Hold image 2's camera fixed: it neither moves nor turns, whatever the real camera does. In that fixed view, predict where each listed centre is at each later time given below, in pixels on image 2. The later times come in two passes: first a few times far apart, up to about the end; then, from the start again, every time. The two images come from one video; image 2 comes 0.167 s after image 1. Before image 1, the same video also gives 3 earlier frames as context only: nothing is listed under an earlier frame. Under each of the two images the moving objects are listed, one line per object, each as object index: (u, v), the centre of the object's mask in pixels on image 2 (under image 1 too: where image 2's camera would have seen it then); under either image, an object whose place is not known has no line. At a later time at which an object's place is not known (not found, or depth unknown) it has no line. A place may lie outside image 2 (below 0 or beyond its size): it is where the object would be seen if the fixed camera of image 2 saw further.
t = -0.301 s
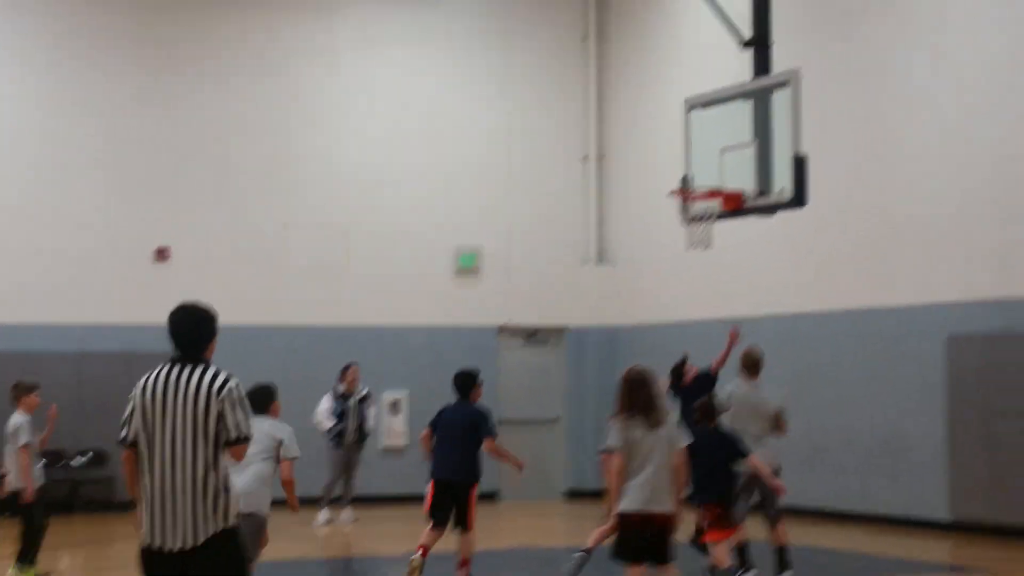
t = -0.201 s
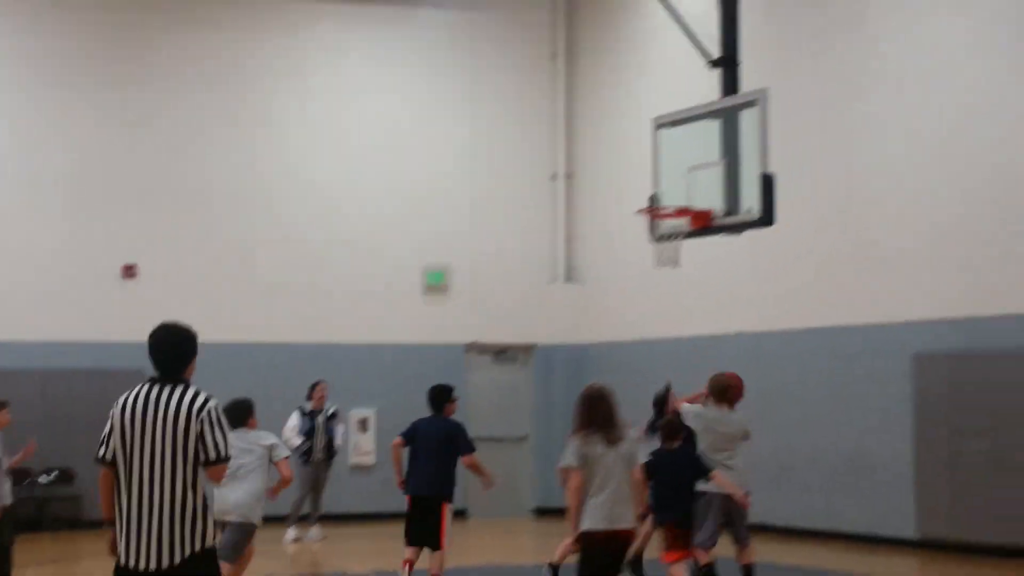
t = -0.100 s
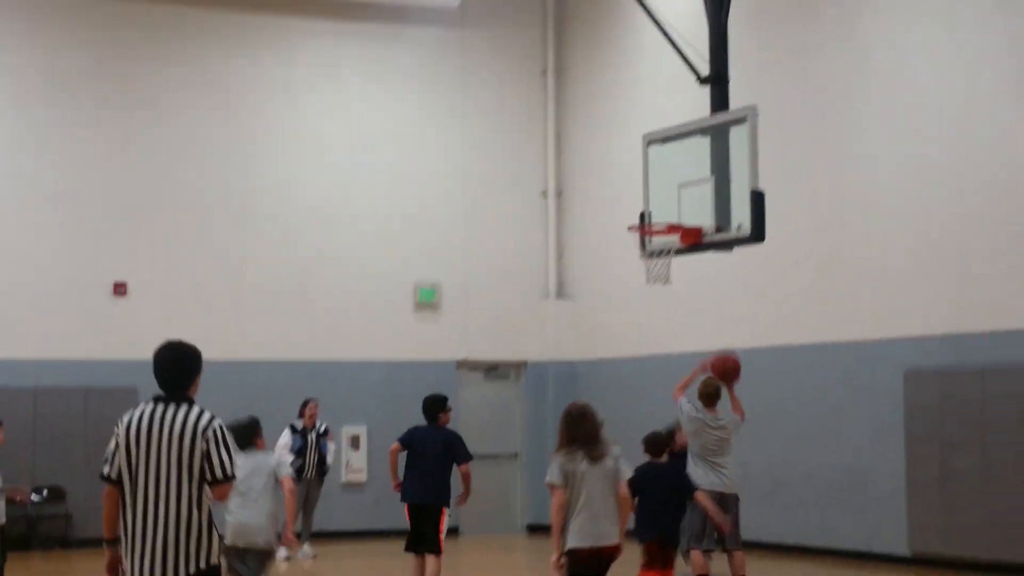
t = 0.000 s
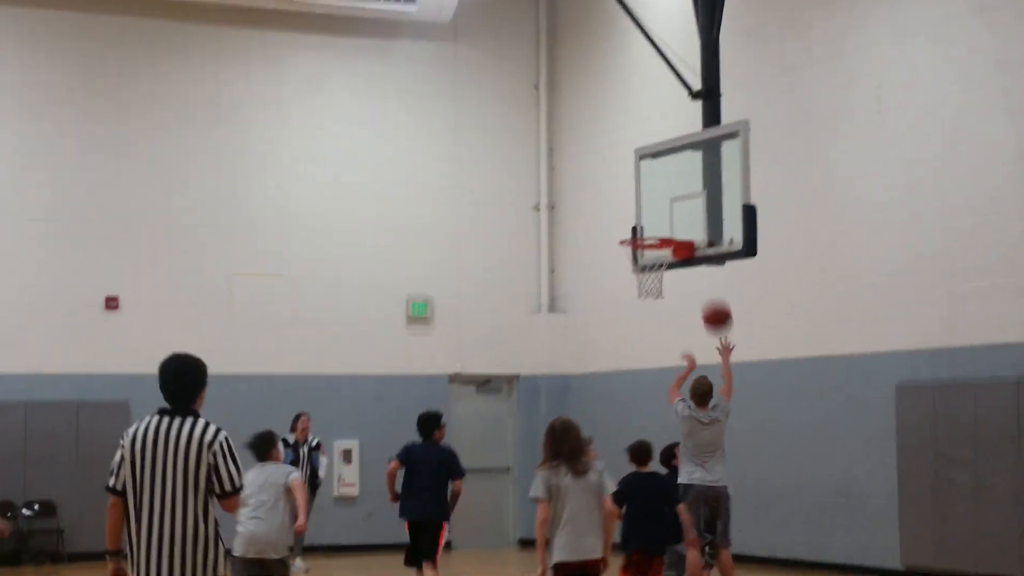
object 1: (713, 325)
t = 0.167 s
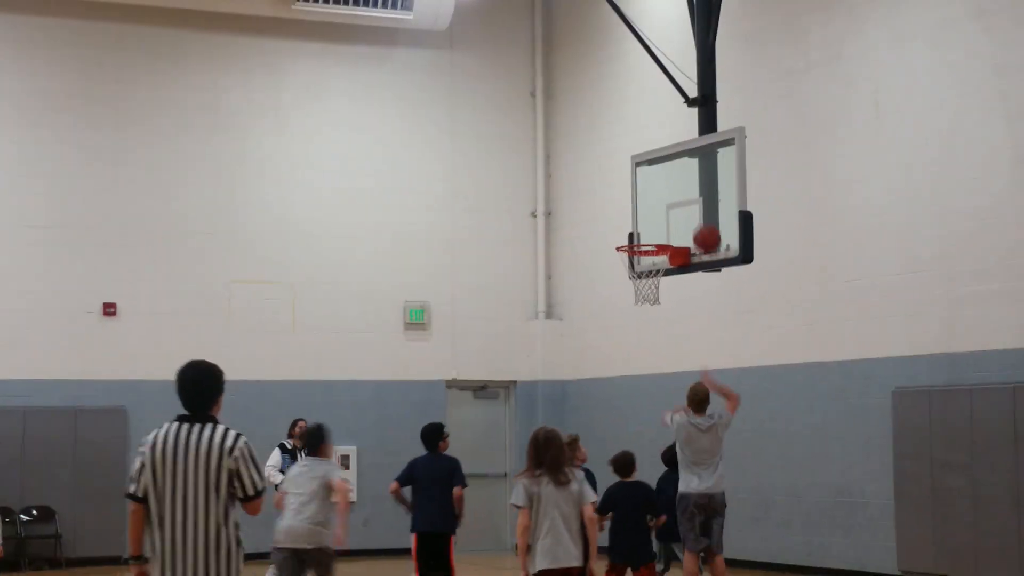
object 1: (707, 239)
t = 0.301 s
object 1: (702, 199)
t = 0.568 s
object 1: (650, 197)
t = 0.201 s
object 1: (705, 227)
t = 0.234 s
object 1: (704, 216)
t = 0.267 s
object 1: (703, 206)
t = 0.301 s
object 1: (702, 199)
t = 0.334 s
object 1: (701, 193)
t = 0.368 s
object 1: (694, 190)
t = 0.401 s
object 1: (686, 188)
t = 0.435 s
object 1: (679, 187)
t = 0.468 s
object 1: (672, 188)
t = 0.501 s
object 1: (664, 190)
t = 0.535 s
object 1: (657, 193)
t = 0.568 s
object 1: (650, 197)
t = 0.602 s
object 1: (643, 204)
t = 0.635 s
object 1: (635, 211)
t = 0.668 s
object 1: (628, 219)
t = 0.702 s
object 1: (621, 228)
